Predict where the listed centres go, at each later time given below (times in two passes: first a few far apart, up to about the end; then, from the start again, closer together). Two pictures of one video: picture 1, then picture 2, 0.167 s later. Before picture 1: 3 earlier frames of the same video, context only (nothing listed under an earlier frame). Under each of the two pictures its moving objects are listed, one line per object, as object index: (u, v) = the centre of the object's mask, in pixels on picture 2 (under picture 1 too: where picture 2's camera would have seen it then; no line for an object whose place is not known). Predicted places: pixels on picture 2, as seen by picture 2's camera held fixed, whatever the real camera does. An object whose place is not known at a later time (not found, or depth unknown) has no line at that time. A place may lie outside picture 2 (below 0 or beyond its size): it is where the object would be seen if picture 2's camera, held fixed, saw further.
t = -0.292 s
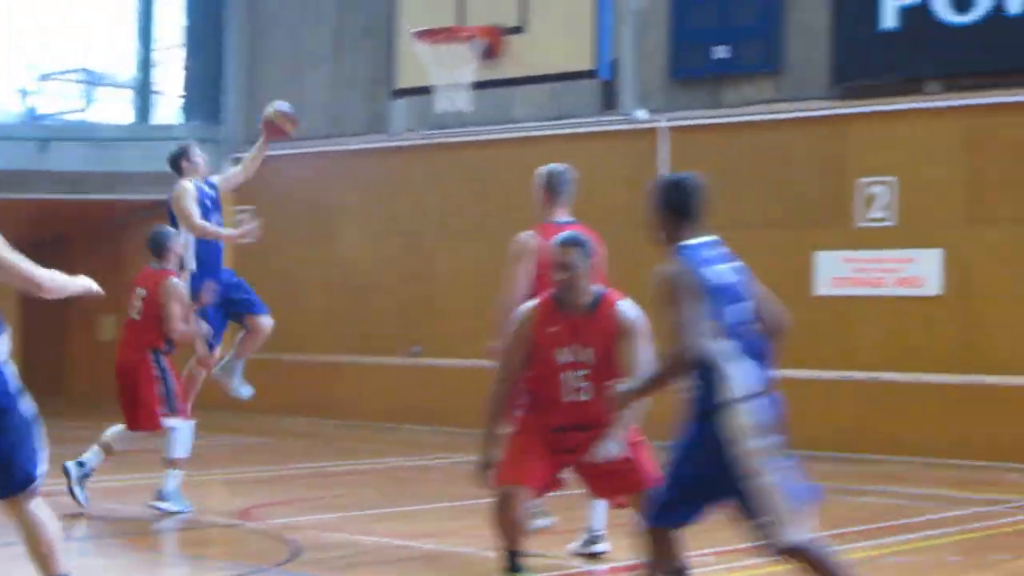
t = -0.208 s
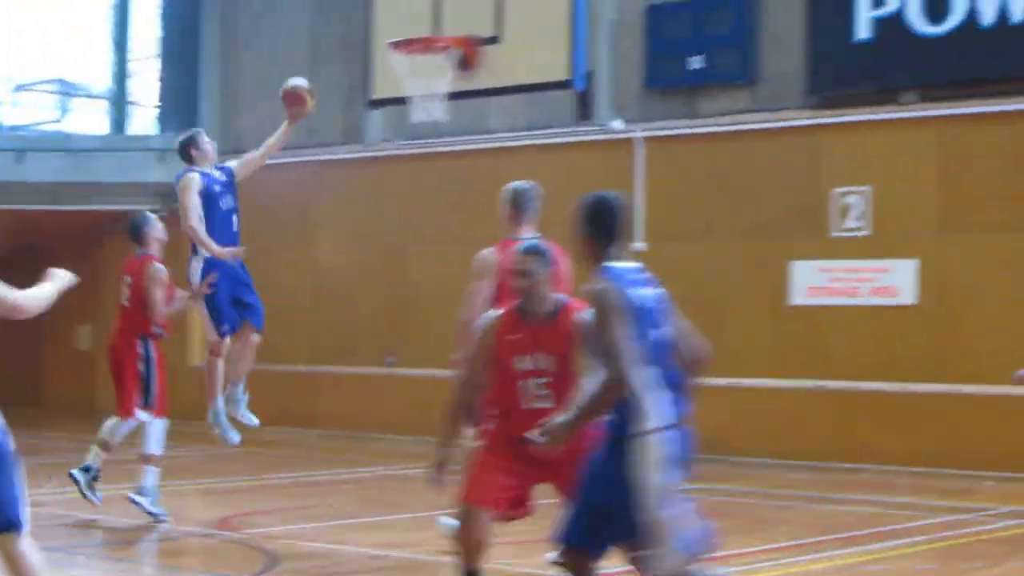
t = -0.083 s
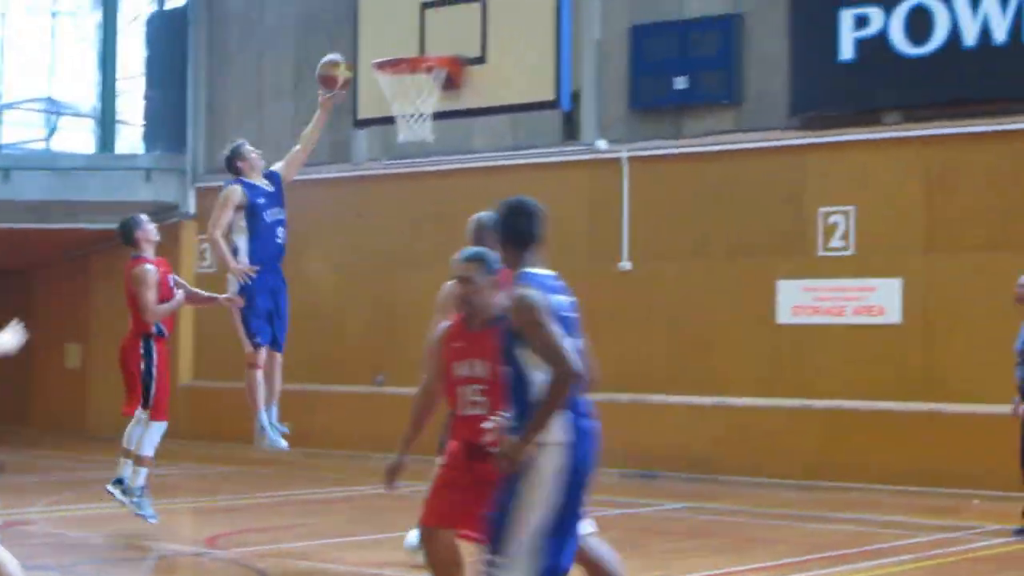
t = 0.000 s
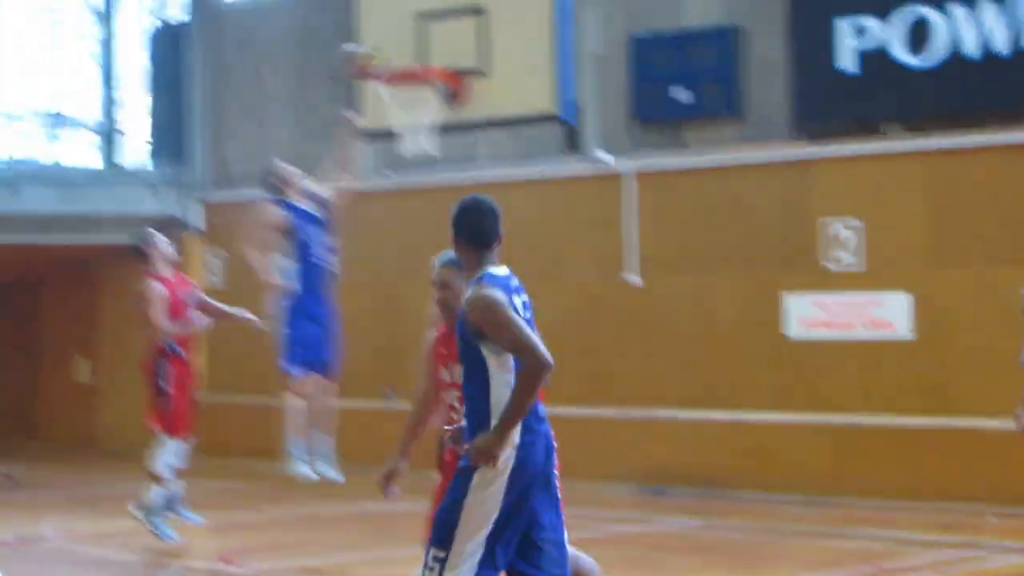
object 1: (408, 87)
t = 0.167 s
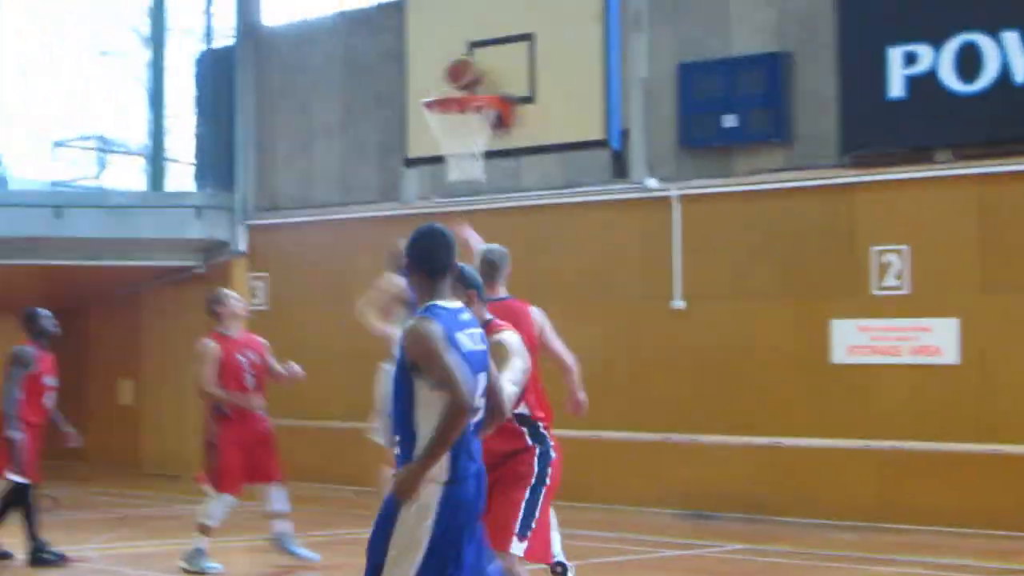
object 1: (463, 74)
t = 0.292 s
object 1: (472, 76)
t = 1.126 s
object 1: (480, 250)
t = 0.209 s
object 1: (466, 73)
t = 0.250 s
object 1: (470, 74)
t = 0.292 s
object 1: (472, 76)
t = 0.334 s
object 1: (470, 83)
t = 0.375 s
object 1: (477, 86)
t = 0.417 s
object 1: (478, 92)
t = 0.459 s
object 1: (478, 118)
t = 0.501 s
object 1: (466, 120)
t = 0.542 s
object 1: (451, 129)
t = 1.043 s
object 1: (471, 210)
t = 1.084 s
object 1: (478, 230)
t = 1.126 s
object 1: (480, 250)
